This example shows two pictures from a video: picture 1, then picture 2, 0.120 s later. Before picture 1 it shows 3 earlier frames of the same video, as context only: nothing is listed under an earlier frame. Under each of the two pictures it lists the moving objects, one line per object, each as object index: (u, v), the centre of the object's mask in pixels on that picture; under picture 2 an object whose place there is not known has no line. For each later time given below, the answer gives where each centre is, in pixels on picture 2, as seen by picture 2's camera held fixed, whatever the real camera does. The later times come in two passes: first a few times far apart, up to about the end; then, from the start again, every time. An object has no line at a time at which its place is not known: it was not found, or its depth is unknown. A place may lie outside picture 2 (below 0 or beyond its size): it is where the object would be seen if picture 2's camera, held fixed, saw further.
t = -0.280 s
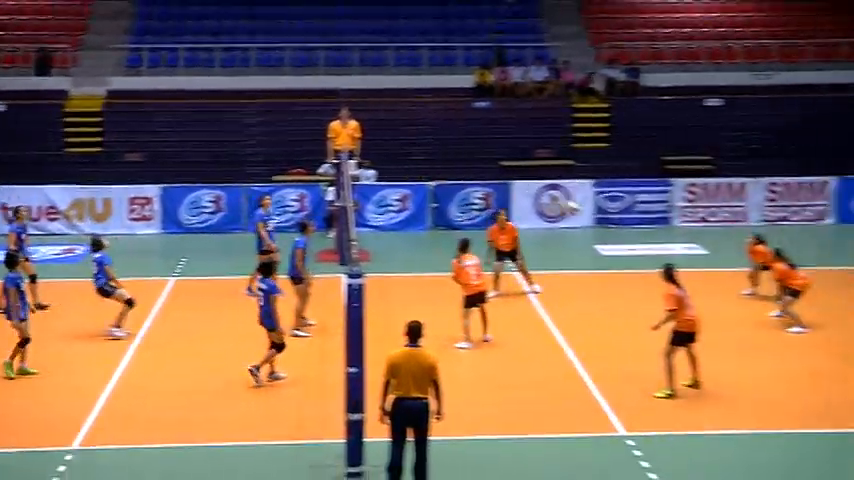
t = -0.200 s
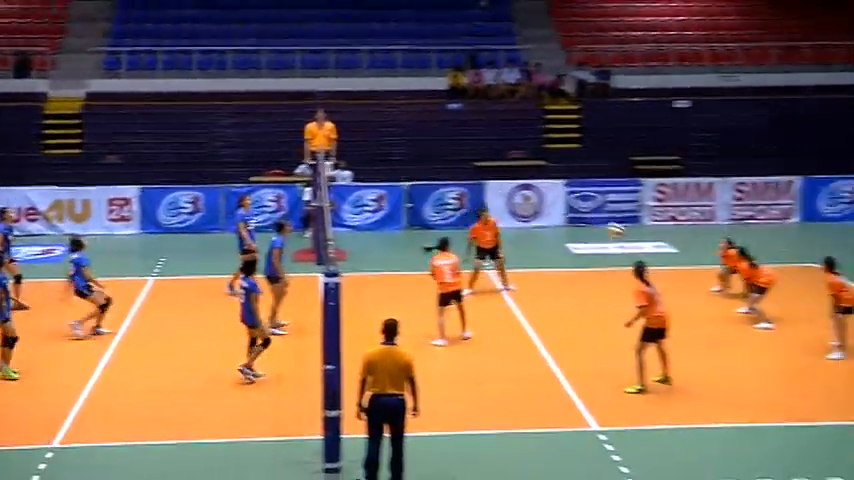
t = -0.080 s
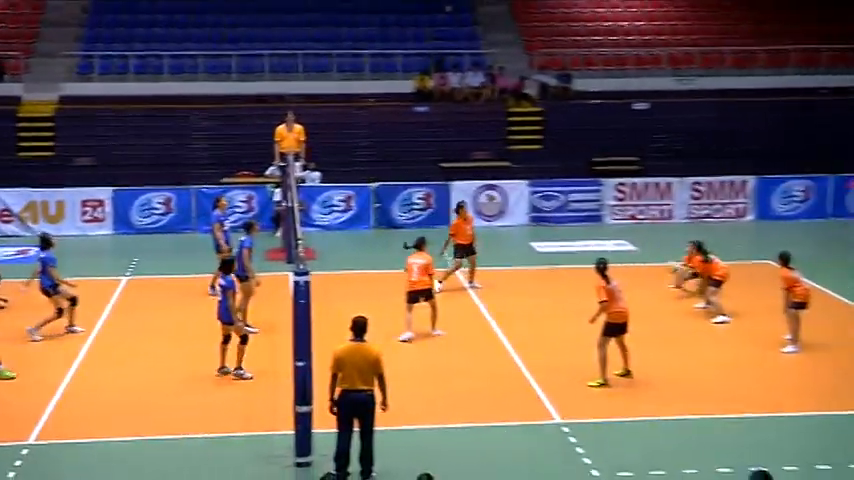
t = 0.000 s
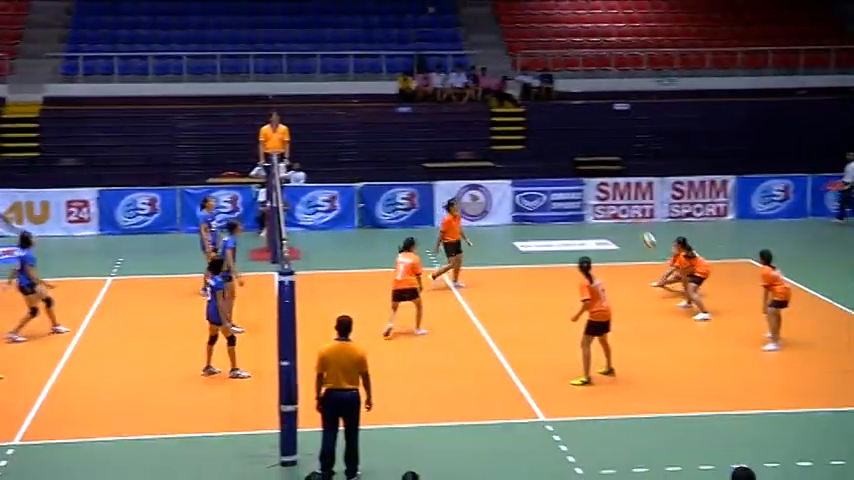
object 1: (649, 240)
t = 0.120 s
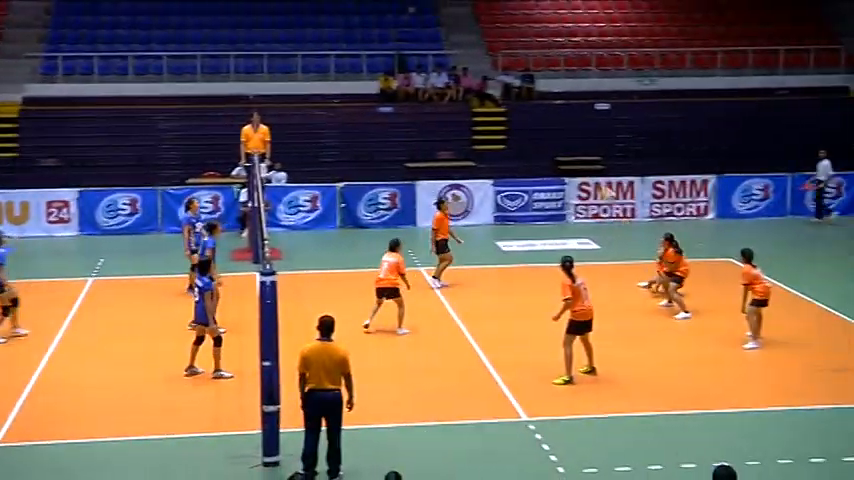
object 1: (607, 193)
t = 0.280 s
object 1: (578, 148)
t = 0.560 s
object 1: (525, 97)
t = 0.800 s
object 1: (477, 89)
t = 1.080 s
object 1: (420, 128)
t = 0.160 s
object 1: (600, 182)
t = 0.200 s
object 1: (593, 169)
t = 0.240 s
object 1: (585, 158)
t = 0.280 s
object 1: (578, 148)
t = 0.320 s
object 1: (571, 138)
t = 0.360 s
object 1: (563, 129)
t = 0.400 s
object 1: (556, 122)
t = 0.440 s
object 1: (548, 114)
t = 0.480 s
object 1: (540, 108)
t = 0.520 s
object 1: (532, 102)
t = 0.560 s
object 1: (525, 97)
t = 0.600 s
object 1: (517, 94)
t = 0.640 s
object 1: (508, 91)
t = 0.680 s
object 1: (501, 88)
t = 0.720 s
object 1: (494, 88)
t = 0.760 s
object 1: (486, 89)
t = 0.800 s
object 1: (477, 89)
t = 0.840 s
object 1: (469, 92)
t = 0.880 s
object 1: (461, 95)
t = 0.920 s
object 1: (453, 99)
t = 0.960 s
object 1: (445, 105)
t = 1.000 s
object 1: (436, 111)
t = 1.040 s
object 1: (428, 119)
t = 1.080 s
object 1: (420, 128)
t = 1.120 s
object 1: (411, 137)
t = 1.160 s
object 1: (402, 148)
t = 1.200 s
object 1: (394, 160)
